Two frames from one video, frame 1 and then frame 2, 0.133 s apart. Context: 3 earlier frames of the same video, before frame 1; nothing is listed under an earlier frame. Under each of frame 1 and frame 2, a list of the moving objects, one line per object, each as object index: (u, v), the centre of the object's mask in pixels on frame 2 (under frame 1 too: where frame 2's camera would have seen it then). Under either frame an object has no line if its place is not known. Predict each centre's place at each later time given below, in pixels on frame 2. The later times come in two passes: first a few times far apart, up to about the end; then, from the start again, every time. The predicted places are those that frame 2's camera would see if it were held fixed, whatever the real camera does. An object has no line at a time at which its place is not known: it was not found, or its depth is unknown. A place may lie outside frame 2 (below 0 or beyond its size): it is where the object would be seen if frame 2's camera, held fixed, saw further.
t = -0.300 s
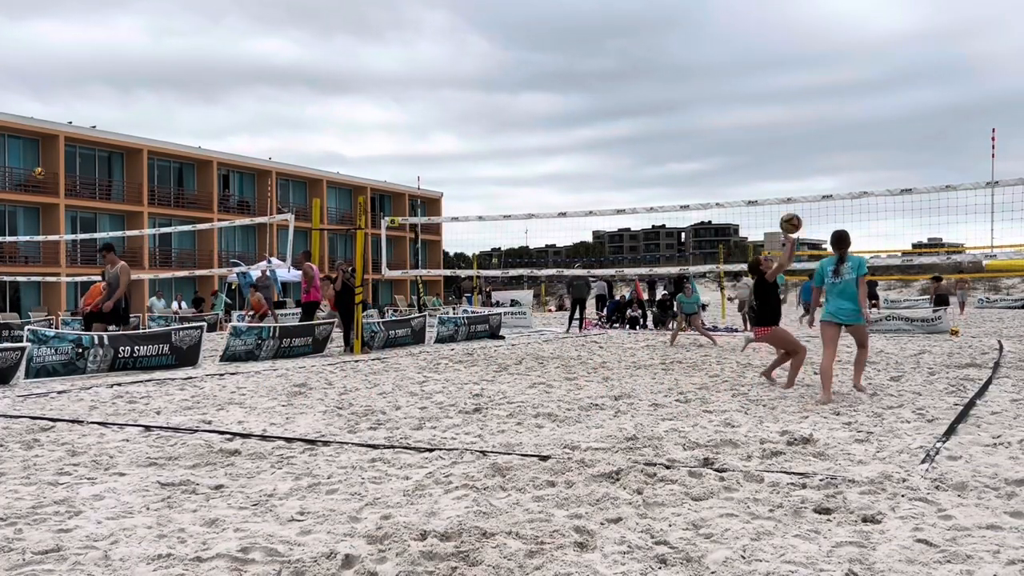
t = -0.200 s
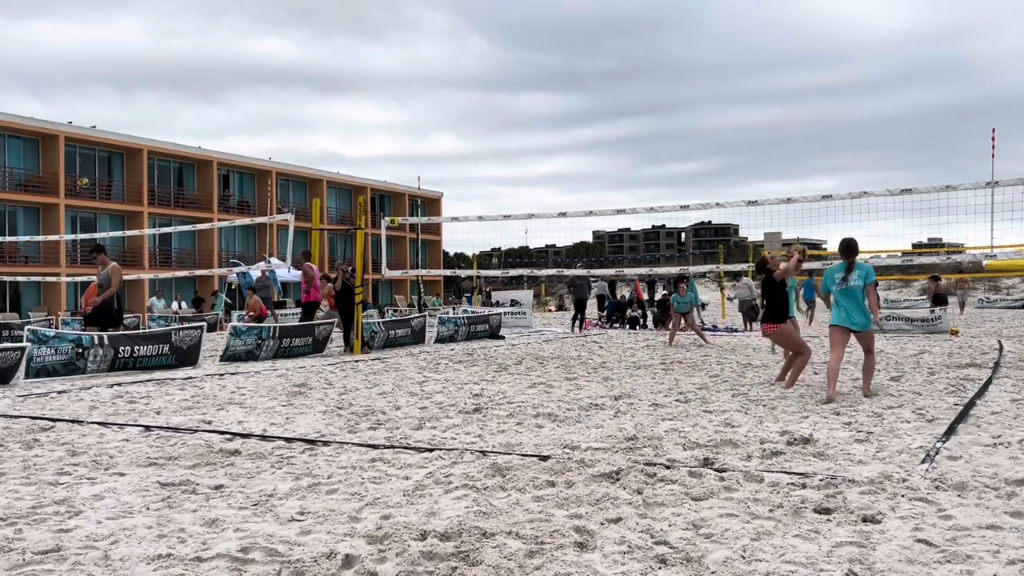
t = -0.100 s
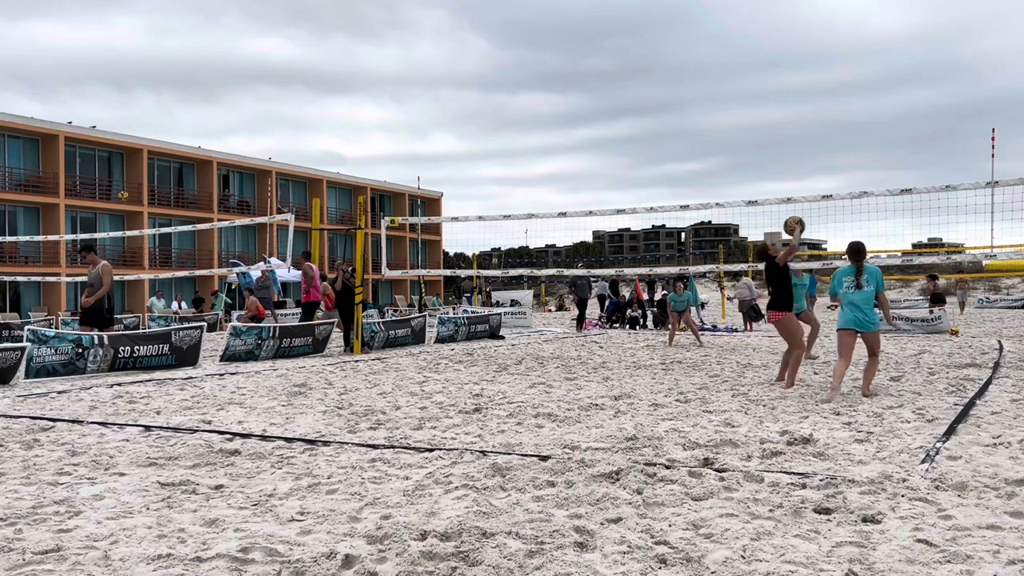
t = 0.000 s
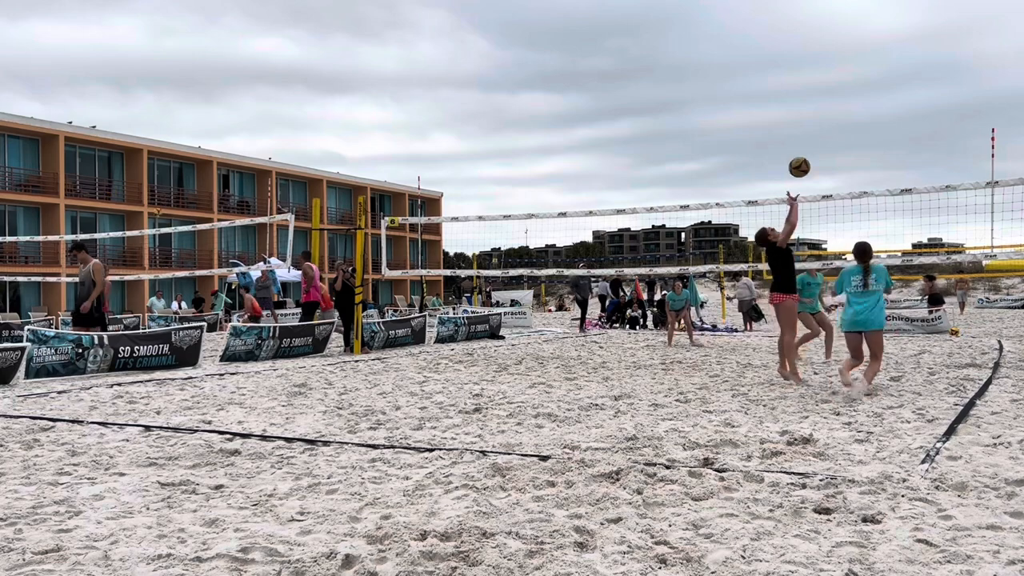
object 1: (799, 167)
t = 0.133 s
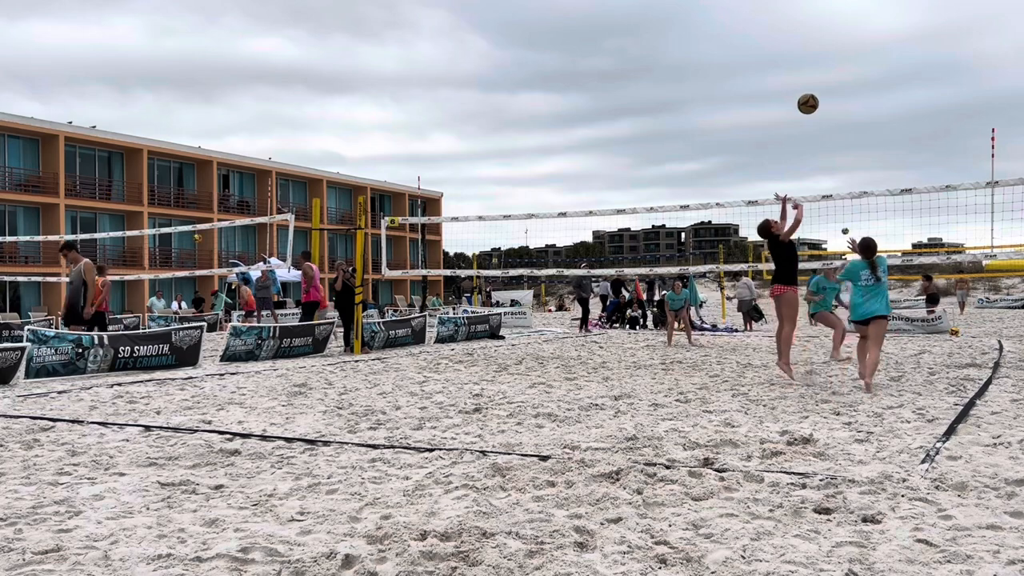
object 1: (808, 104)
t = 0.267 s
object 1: (816, 59)
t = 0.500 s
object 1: (831, 23)
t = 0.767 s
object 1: (848, 42)
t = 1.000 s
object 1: (865, 107)
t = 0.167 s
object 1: (810, 91)
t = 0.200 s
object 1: (812, 79)
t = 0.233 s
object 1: (814, 69)
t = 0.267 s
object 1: (816, 59)
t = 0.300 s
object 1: (818, 51)
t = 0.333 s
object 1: (820, 44)
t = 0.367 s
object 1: (822, 37)
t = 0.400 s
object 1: (824, 32)
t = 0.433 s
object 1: (826, 28)
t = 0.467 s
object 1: (829, 25)
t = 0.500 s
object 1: (831, 23)
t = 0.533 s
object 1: (833, 22)
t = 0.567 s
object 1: (835, 22)
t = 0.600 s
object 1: (837, 23)
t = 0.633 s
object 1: (839, 25)
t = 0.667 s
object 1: (842, 27)
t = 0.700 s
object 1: (844, 31)
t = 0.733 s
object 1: (846, 36)
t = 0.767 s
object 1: (848, 42)
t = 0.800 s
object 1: (851, 48)
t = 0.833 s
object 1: (853, 56)
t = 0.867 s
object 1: (855, 64)
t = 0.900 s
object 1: (858, 74)
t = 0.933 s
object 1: (860, 84)
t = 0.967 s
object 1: (863, 95)
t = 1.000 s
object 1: (865, 107)
